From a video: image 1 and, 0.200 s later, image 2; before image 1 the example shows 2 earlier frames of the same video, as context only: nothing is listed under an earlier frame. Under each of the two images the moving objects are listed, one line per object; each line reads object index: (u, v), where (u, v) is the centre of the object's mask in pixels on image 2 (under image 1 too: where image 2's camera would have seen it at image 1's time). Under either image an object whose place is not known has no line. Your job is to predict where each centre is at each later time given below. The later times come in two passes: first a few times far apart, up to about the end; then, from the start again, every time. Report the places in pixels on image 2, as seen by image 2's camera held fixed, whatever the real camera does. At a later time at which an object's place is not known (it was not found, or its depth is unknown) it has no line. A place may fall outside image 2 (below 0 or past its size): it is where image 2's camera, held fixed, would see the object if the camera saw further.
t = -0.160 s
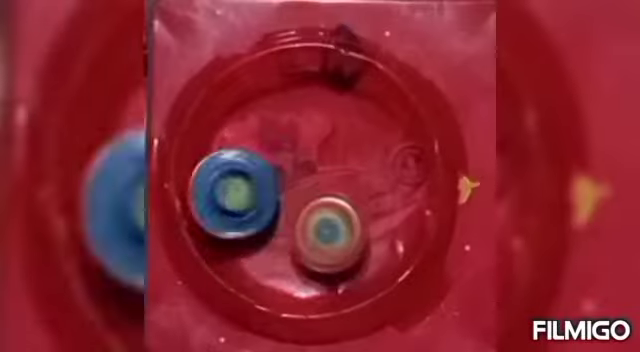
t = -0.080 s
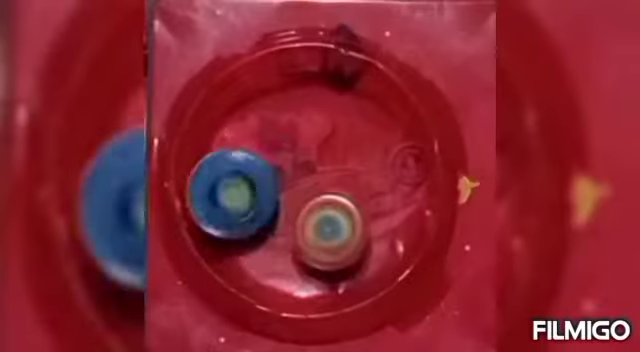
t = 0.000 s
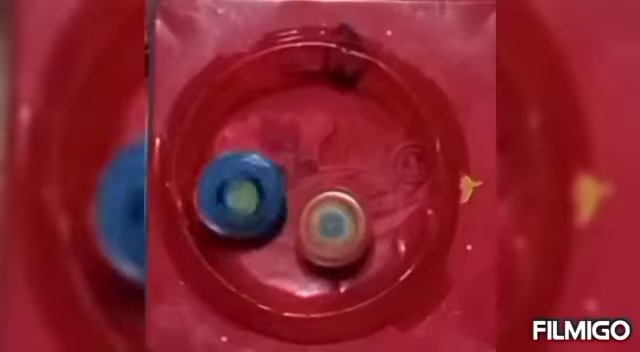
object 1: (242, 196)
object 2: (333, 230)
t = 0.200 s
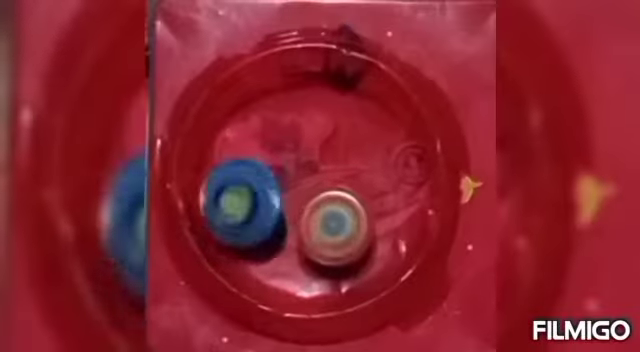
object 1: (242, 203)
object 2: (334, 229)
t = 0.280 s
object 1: (240, 211)
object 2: (332, 229)
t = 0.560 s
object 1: (244, 230)
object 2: (335, 241)
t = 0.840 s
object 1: (290, 216)
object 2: (353, 243)
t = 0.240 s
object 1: (241, 205)
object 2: (333, 229)
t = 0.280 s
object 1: (240, 211)
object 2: (332, 229)
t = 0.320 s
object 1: (240, 214)
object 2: (331, 229)
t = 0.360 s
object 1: (244, 218)
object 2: (329, 229)
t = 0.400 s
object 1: (246, 220)
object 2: (328, 229)
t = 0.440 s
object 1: (244, 221)
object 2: (331, 233)
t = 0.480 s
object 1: (240, 227)
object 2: (335, 240)
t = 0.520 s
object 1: (243, 228)
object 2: (336, 241)
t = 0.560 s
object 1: (244, 230)
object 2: (335, 241)
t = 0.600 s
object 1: (245, 232)
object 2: (334, 240)
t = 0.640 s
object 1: (248, 234)
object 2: (331, 238)
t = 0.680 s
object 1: (253, 239)
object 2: (331, 236)
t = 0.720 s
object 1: (266, 234)
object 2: (342, 241)
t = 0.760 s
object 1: (273, 228)
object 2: (348, 242)
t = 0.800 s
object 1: (281, 225)
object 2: (351, 242)
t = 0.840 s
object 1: (290, 216)
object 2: (353, 243)
